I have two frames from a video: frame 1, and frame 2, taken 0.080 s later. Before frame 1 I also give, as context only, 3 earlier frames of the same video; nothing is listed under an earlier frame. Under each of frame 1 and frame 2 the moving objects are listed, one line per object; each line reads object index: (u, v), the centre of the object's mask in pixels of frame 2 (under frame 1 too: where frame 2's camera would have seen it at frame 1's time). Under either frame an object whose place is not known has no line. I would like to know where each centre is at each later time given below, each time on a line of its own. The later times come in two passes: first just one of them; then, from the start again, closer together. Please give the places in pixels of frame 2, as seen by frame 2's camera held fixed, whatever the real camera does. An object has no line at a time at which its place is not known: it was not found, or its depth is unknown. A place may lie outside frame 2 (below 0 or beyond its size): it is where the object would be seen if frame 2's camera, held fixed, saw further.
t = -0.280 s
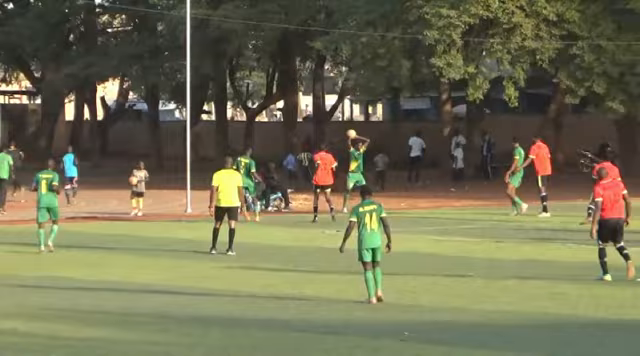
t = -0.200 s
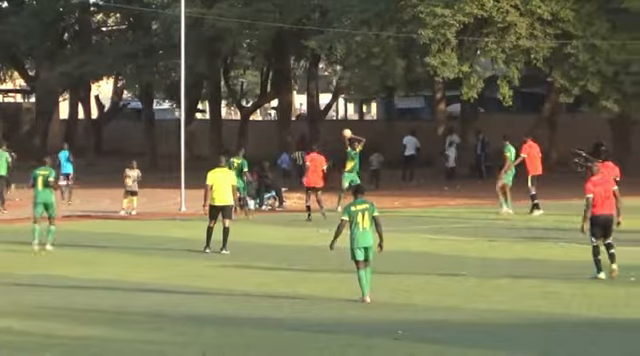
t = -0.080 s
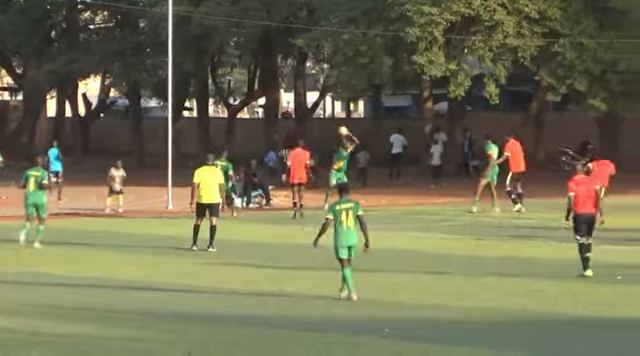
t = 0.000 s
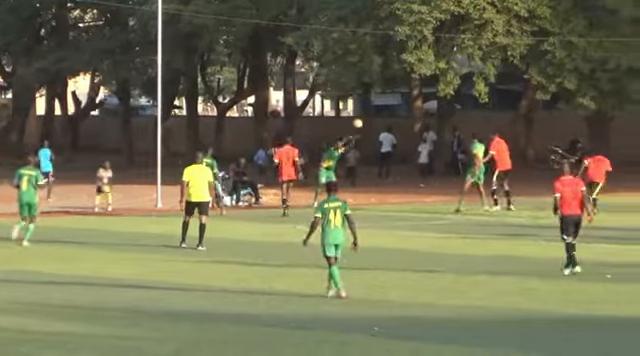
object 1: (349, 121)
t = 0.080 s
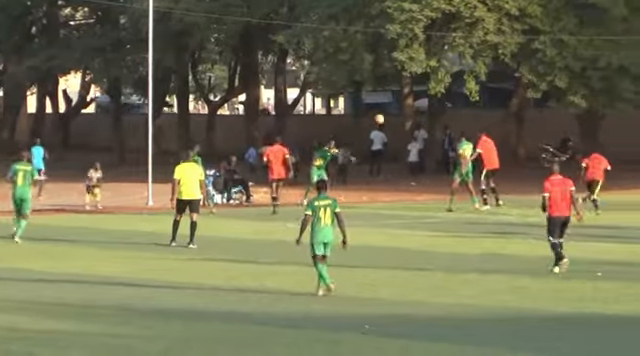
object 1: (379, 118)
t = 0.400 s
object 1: (499, 134)
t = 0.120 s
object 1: (394, 118)
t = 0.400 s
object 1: (499, 134)
